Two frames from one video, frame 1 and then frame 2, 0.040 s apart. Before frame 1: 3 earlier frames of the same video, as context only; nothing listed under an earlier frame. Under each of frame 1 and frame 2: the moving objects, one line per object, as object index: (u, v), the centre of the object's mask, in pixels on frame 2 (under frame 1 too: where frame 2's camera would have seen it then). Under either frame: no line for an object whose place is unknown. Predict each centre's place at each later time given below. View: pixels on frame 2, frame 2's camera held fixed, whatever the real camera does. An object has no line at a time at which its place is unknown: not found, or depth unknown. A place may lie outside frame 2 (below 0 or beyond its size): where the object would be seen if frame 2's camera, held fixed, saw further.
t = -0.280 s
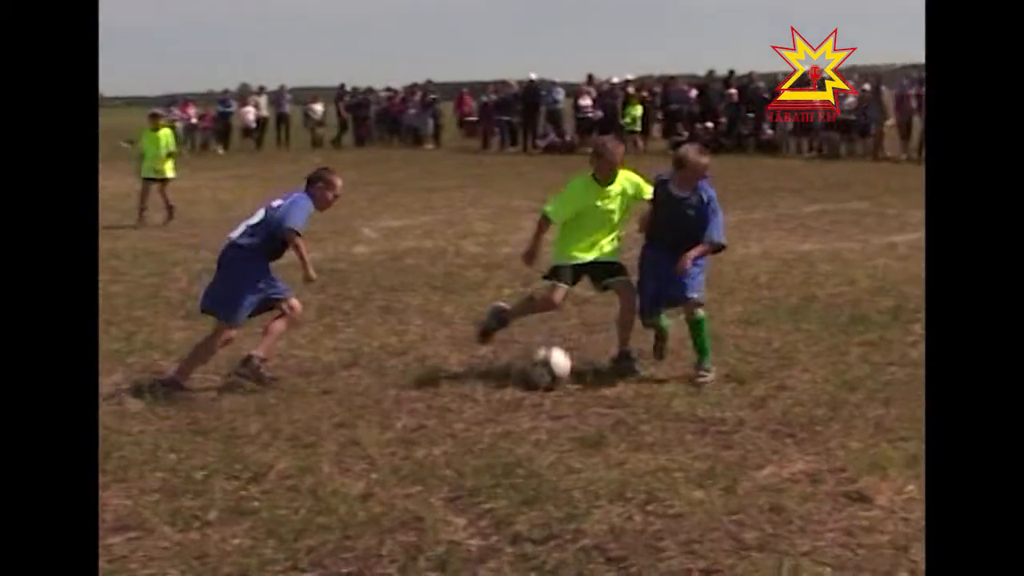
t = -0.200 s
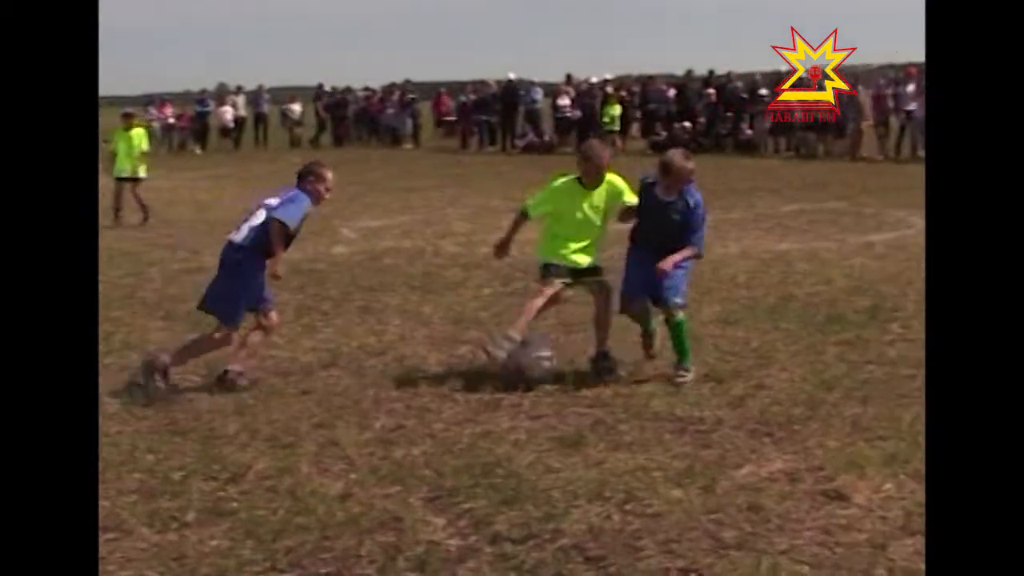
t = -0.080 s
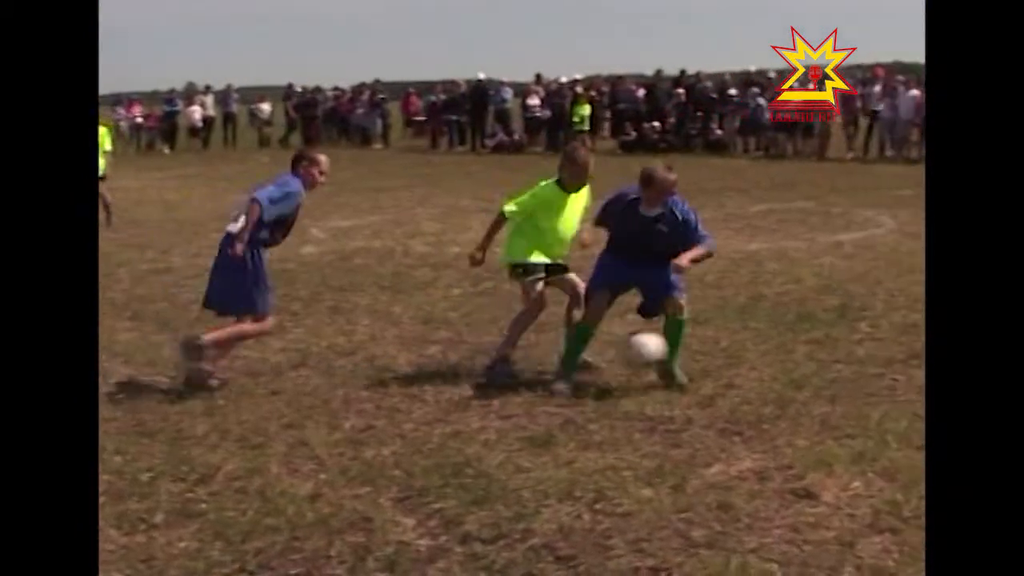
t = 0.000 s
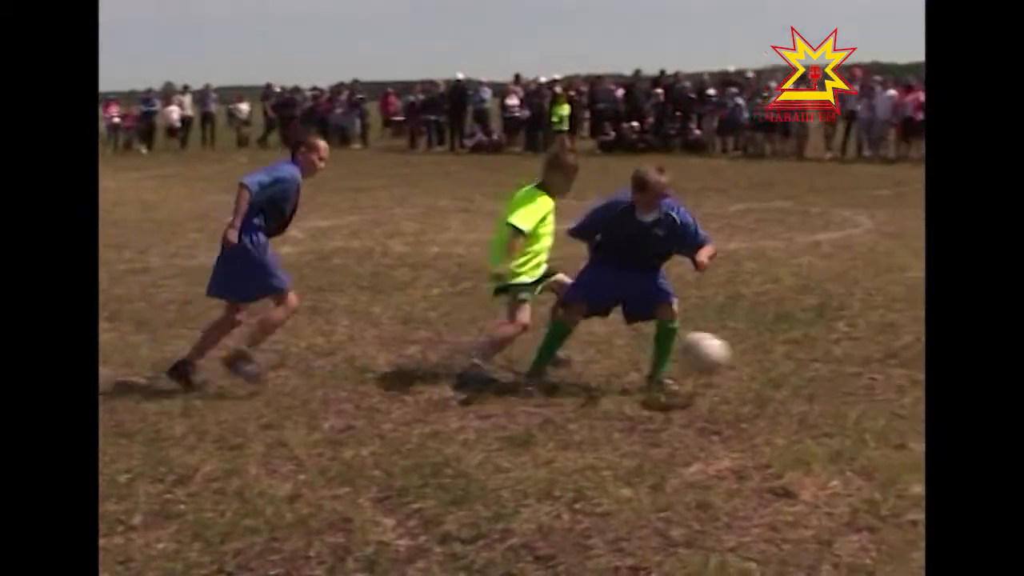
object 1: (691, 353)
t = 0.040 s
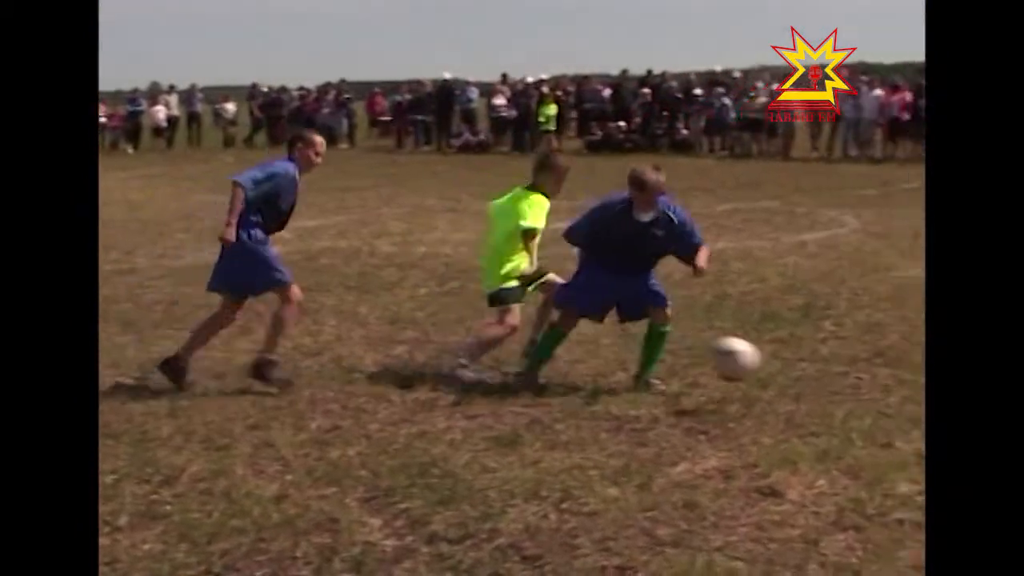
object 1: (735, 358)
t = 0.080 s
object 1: (783, 366)
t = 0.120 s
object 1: (826, 383)
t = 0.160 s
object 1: (871, 400)
